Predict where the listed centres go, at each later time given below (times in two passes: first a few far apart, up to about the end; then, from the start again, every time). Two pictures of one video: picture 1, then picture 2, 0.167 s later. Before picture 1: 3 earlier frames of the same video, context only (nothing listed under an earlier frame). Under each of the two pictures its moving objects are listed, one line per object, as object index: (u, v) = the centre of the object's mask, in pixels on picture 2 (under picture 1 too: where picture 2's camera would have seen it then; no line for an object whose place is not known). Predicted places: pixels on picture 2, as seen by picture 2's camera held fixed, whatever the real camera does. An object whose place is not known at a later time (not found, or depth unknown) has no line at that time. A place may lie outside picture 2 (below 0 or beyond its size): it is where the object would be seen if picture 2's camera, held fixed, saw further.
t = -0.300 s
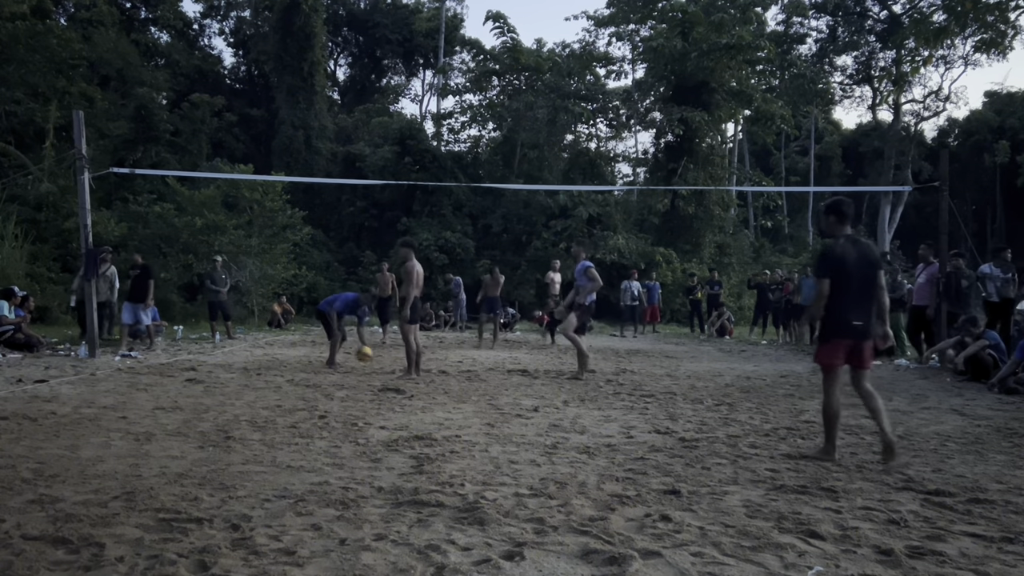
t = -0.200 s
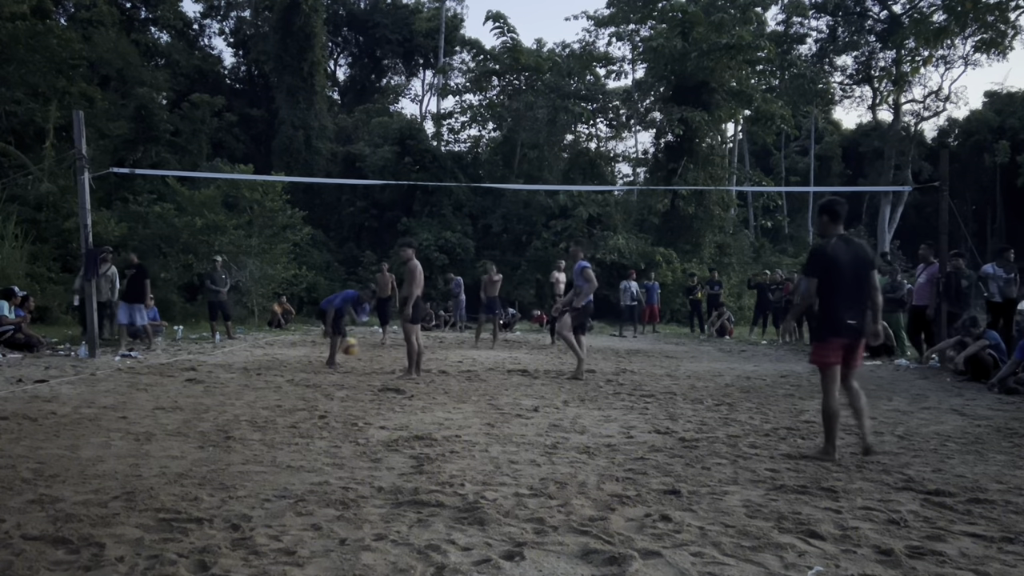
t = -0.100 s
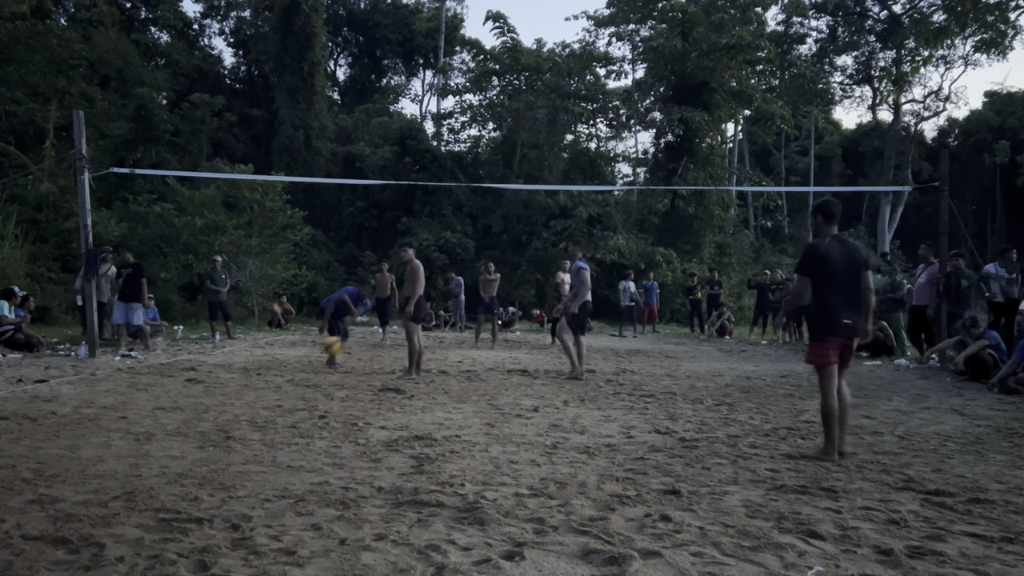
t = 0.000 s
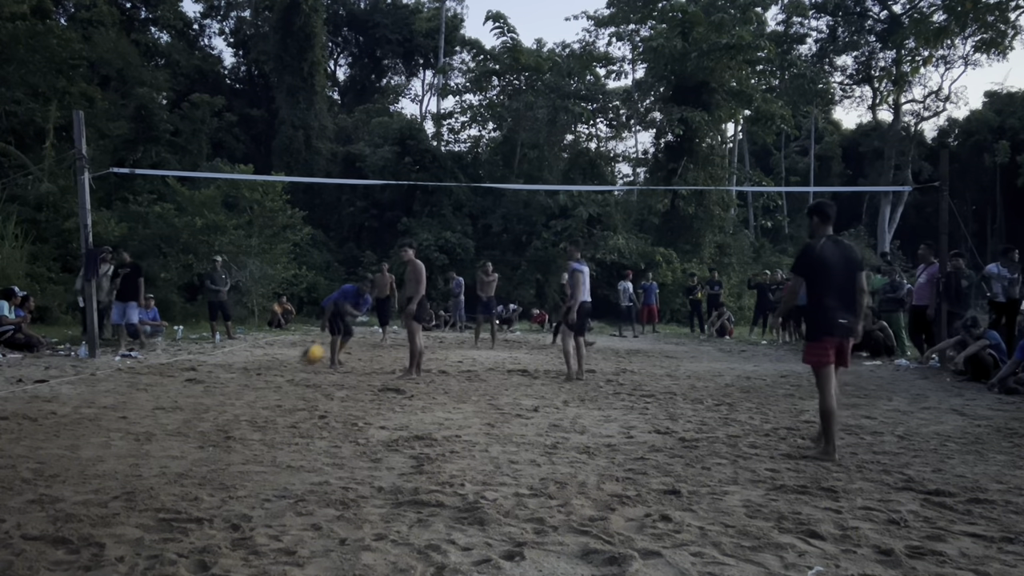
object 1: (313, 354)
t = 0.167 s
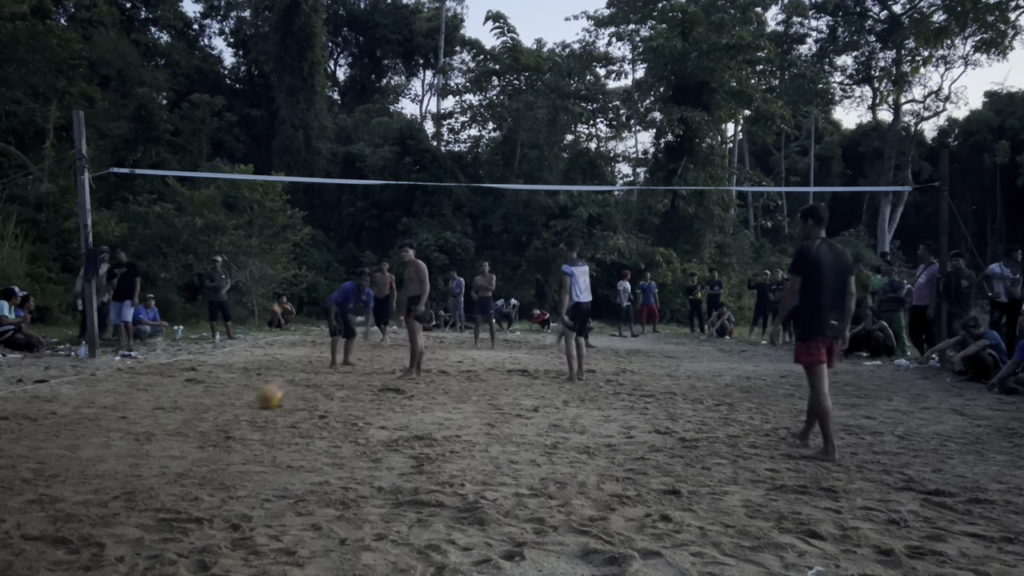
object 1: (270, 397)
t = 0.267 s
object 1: (247, 394)
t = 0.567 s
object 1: (159, 425)
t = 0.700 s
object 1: (105, 453)
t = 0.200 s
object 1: (264, 396)
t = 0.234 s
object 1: (258, 396)
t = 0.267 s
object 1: (247, 394)
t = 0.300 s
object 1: (241, 396)
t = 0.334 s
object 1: (232, 398)
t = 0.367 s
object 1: (223, 403)
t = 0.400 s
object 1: (212, 409)
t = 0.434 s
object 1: (202, 419)
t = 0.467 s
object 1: (192, 424)
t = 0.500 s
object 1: (183, 424)
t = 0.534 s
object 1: (170, 424)
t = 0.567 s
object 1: (159, 425)
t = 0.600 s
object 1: (148, 431)
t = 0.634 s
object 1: (135, 438)
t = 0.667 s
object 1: (120, 447)
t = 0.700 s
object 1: (105, 453)
